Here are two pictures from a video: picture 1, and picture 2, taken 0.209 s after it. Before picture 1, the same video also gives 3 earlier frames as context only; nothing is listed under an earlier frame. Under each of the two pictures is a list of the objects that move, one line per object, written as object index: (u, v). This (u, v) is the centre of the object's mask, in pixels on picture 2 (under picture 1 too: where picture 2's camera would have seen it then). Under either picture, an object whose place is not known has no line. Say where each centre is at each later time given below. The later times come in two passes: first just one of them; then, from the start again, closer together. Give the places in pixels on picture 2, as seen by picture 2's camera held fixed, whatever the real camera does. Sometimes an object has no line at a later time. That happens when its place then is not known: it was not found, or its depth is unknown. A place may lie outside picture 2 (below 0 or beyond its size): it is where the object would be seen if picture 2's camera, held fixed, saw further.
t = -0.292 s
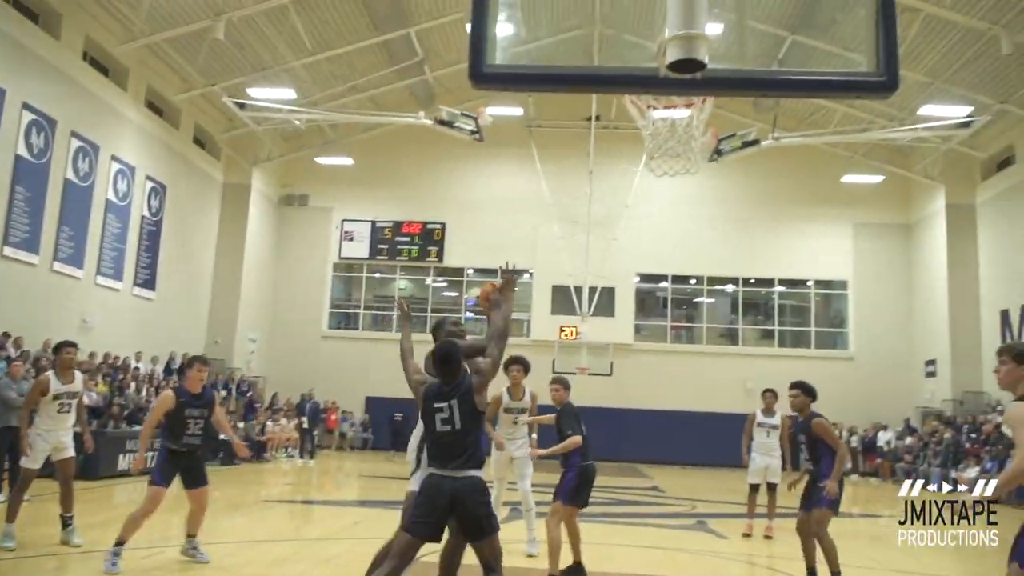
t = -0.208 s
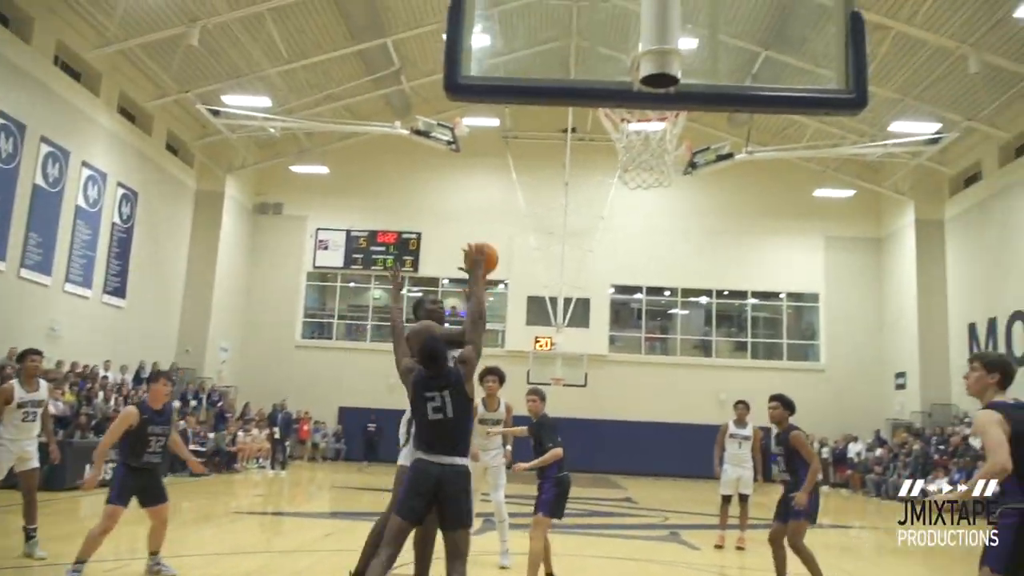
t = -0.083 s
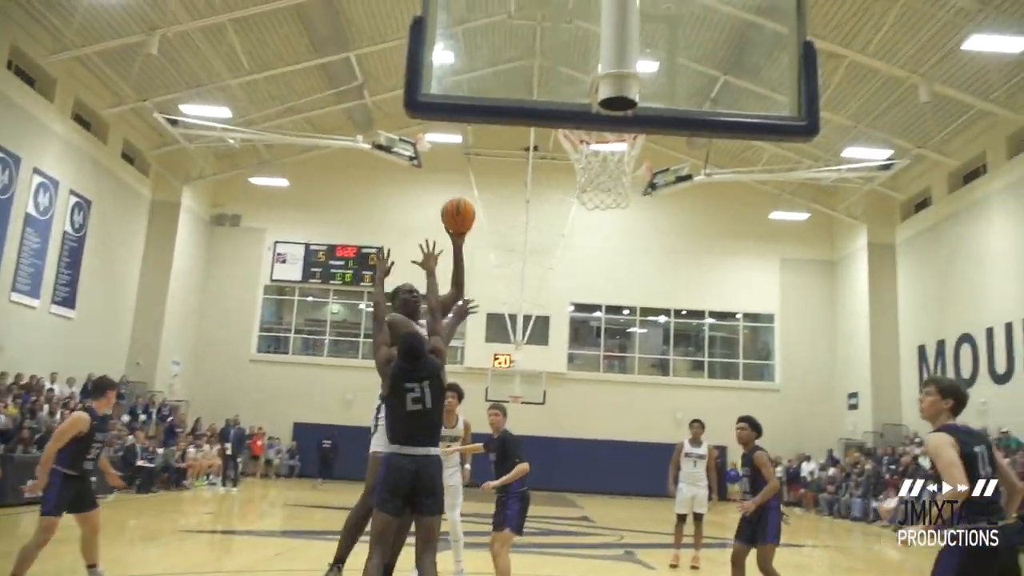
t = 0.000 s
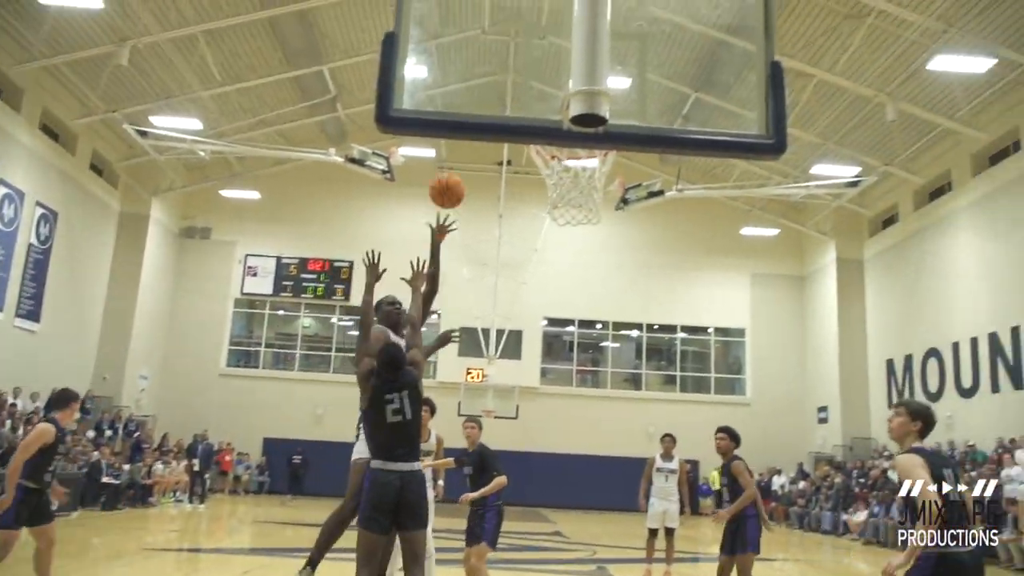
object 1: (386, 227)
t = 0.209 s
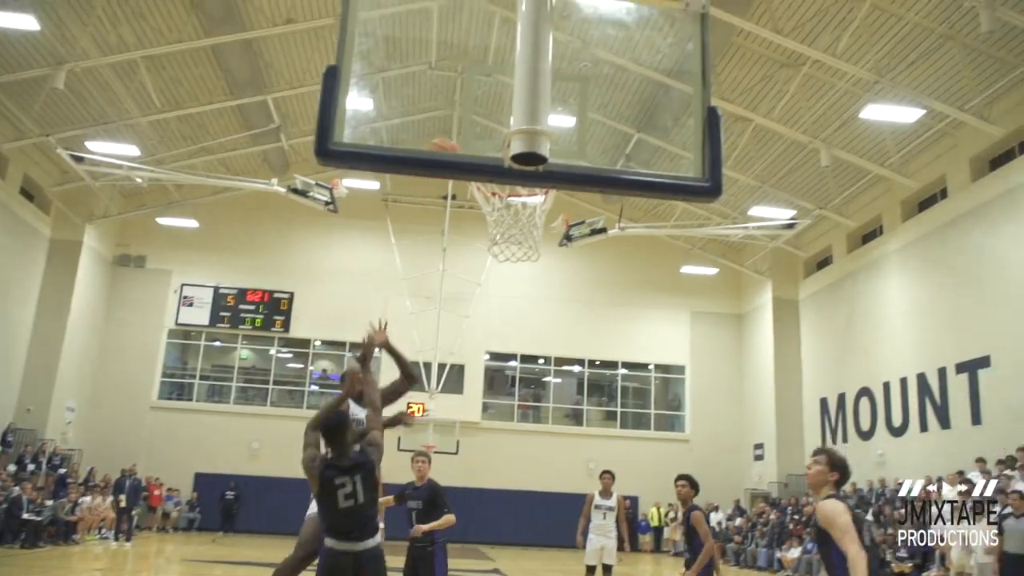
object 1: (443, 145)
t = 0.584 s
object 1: (495, 196)
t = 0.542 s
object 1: (512, 192)
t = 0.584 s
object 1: (495, 196)
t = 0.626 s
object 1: (486, 201)
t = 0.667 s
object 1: (489, 213)
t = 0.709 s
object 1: (494, 224)
